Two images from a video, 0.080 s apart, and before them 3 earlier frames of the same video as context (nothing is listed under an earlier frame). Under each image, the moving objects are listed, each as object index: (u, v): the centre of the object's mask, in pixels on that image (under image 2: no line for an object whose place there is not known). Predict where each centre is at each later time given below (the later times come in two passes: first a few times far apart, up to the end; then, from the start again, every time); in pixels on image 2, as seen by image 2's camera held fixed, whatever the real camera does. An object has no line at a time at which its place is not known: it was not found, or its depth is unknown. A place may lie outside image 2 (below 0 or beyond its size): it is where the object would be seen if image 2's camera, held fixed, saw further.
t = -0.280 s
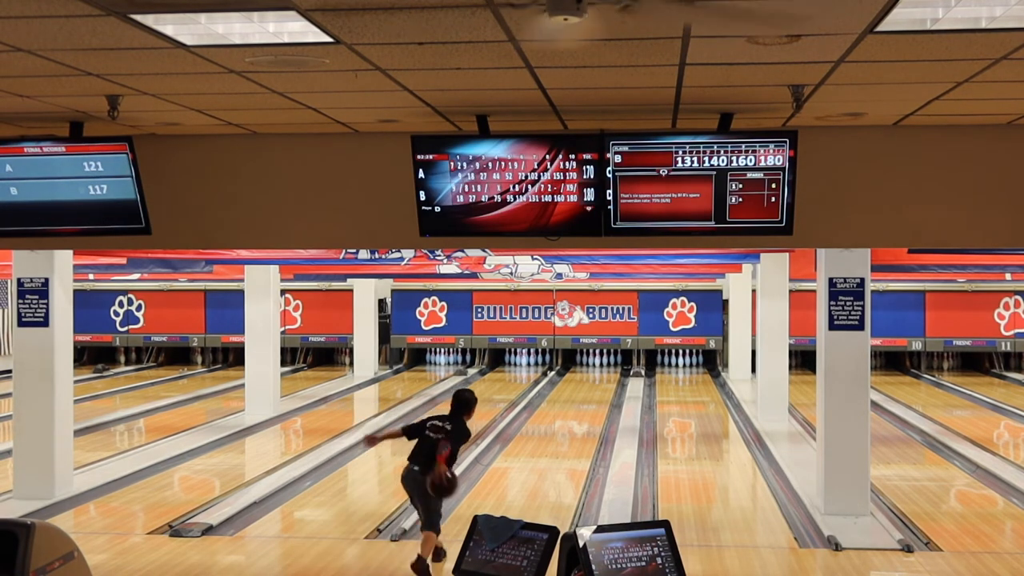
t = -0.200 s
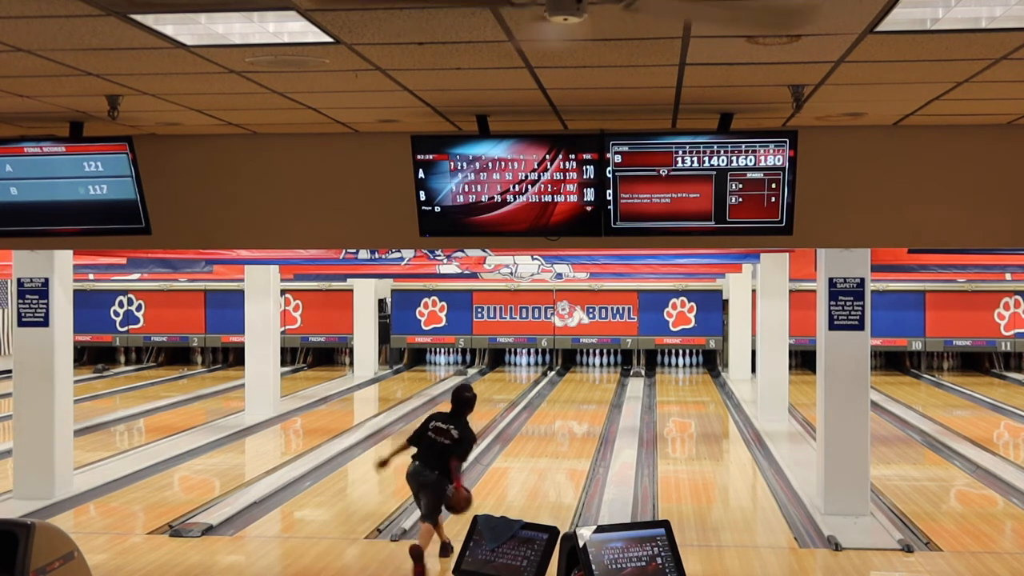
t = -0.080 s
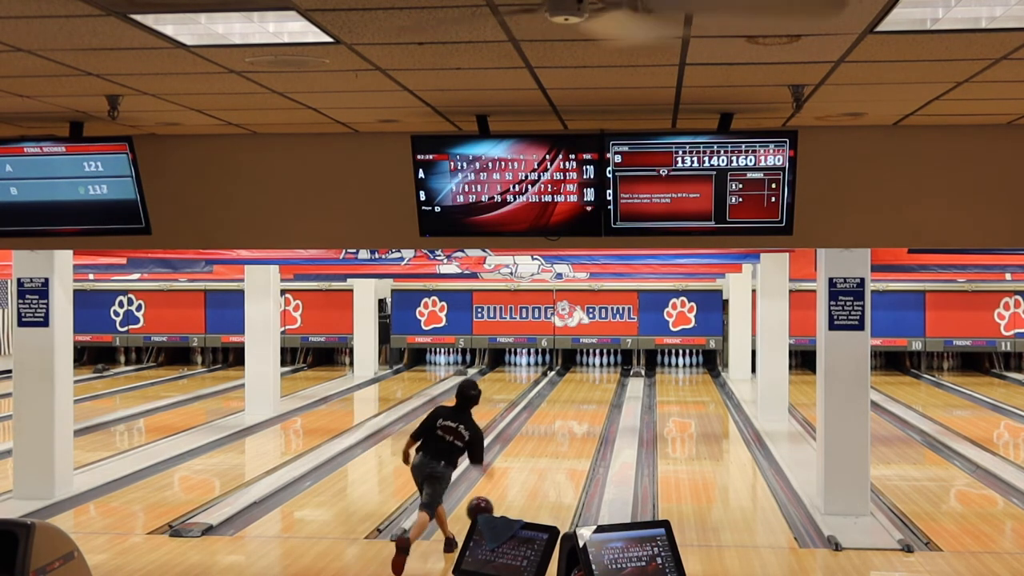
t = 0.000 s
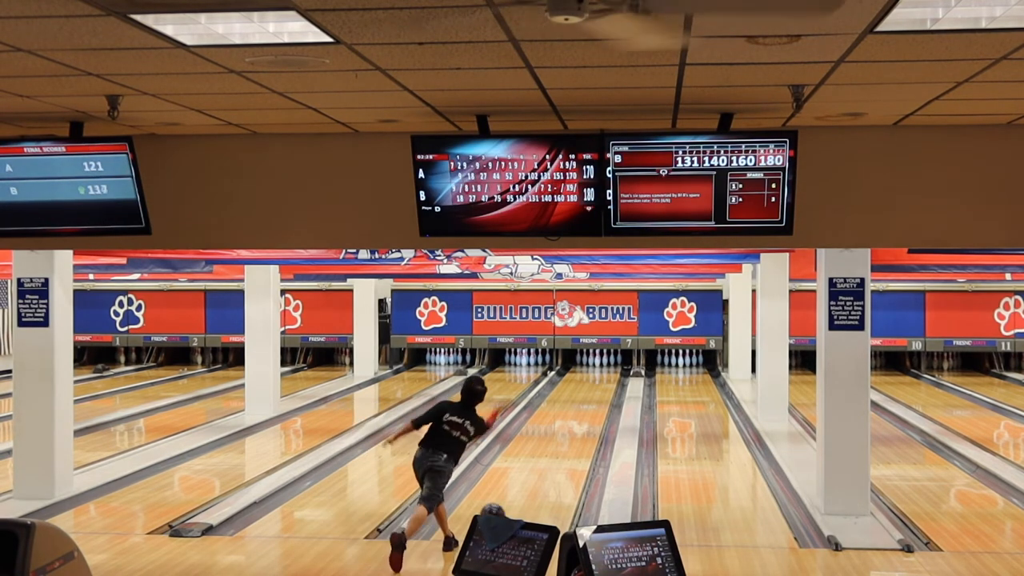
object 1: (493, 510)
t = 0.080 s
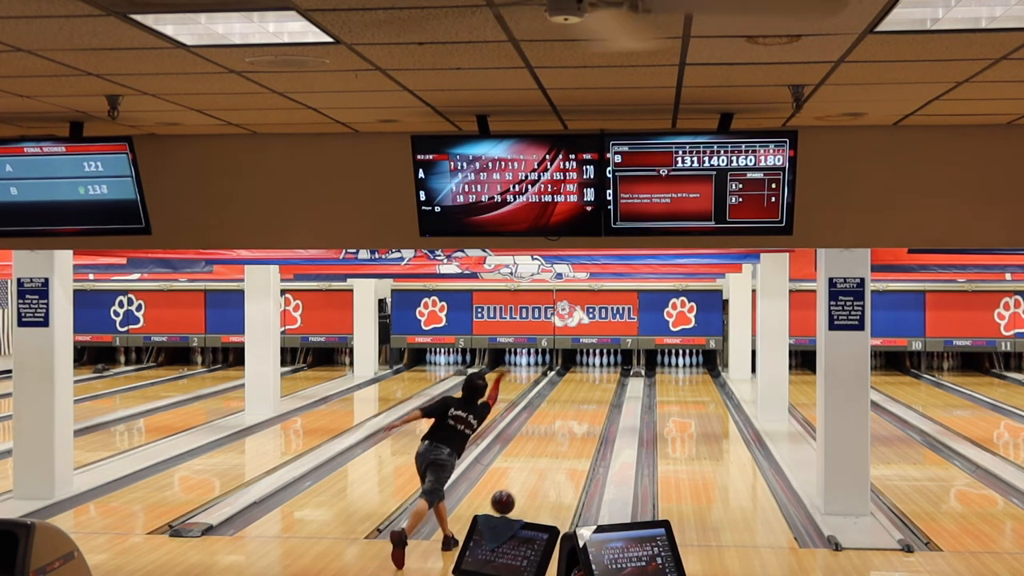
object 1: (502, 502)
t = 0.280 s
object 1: (525, 479)
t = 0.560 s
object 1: (548, 451)
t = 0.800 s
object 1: (563, 433)
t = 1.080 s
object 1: (577, 415)
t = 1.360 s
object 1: (587, 401)
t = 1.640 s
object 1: (594, 390)
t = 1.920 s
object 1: (599, 380)
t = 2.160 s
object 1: (602, 373)
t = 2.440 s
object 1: (603, 367)
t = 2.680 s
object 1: (601, 362)
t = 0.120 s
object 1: (507, 498)
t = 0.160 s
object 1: (512, 494)
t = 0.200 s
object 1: (516, 489)
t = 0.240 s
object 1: (521, 484)
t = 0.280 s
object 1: (525, 479)
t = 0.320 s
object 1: (529, 475)
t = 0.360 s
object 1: (532, 470)
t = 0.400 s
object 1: (536, 466)
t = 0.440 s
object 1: (539, 462)
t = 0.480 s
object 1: (542, 458)
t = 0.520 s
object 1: (545, 454)
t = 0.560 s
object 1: (548, 451)
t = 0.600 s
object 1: (551, 448)
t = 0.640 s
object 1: (554, 444)
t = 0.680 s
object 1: (556, 441)
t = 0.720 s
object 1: (558, 438)
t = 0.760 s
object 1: (561, 435)
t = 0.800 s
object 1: (563, 433)
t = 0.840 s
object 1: (565, 430)
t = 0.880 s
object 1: (568, 427)
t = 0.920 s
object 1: (570, 424)
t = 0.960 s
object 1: (571, 422)
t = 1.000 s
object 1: (573, 420)
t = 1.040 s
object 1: (575, 417)
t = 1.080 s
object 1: (577, 415)
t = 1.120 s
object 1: (578, 413)
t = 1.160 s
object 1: (580, 411)
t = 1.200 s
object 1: (581, 409)
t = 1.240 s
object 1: (583, 407)
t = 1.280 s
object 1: (584, 405)
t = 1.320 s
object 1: (585, 403)
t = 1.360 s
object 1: (587, 401)
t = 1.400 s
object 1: (588, 399)
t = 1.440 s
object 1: (589, 398)
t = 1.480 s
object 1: (590, 396)
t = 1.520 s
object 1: (591, 394)
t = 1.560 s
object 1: (592, 393)
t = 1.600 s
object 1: (593, 391)
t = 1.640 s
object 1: (594, 390)
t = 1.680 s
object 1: (595, 388)
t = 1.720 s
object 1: (595, 387)
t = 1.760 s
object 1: (596, 386)
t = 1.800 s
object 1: (597, 384)
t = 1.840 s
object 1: (598, 383)
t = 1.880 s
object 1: (598, 382)
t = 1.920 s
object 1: (599, 380)
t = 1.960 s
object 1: (599, 379)
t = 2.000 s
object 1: (600, 378)
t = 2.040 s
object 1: (600, 377)
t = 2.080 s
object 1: (601, 376)
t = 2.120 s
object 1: (601, 375)
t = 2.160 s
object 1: (602, 373)
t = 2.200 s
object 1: (602, 372)
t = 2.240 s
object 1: (603, 371)
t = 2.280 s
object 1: (603, 370)
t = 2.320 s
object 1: (603, 370)
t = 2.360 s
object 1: (603, 369)
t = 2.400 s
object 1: (603, 368)
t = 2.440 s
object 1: (603, 367)
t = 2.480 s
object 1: (602, 366)
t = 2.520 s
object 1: (602, 365)
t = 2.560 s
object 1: (602, 364)
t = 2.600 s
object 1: (601, 363)
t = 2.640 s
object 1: (601, 363)
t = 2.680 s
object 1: (601, 362)
